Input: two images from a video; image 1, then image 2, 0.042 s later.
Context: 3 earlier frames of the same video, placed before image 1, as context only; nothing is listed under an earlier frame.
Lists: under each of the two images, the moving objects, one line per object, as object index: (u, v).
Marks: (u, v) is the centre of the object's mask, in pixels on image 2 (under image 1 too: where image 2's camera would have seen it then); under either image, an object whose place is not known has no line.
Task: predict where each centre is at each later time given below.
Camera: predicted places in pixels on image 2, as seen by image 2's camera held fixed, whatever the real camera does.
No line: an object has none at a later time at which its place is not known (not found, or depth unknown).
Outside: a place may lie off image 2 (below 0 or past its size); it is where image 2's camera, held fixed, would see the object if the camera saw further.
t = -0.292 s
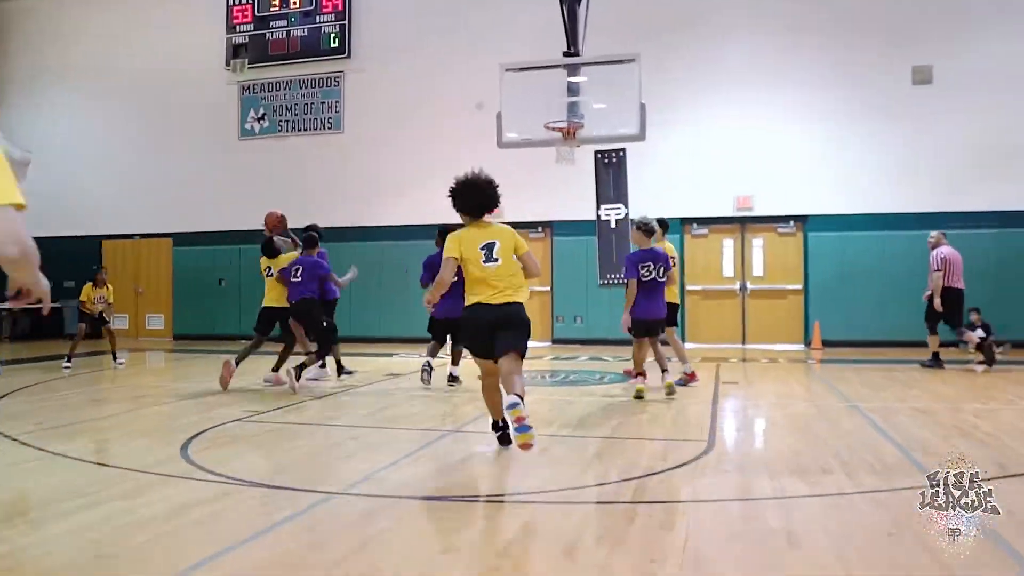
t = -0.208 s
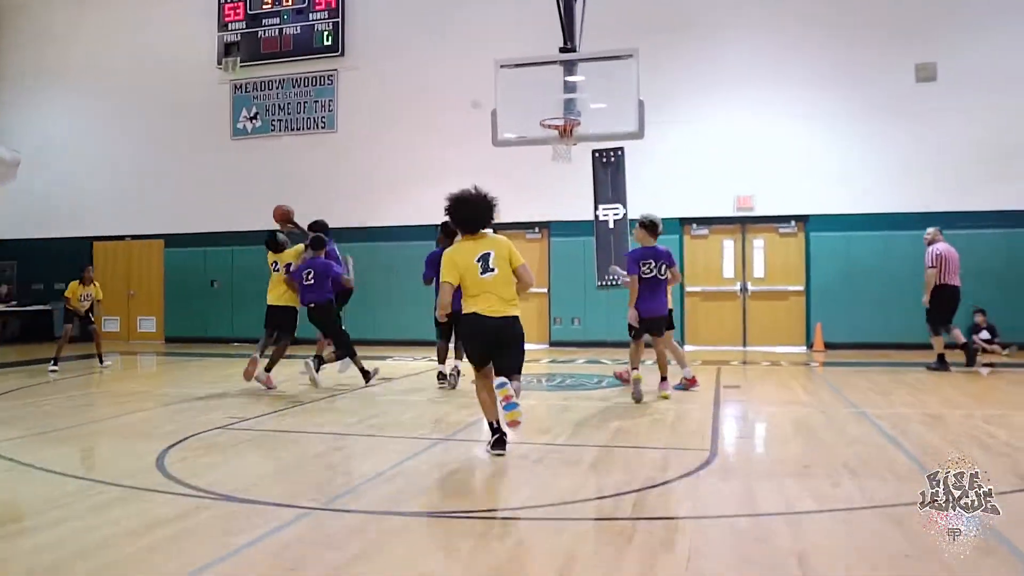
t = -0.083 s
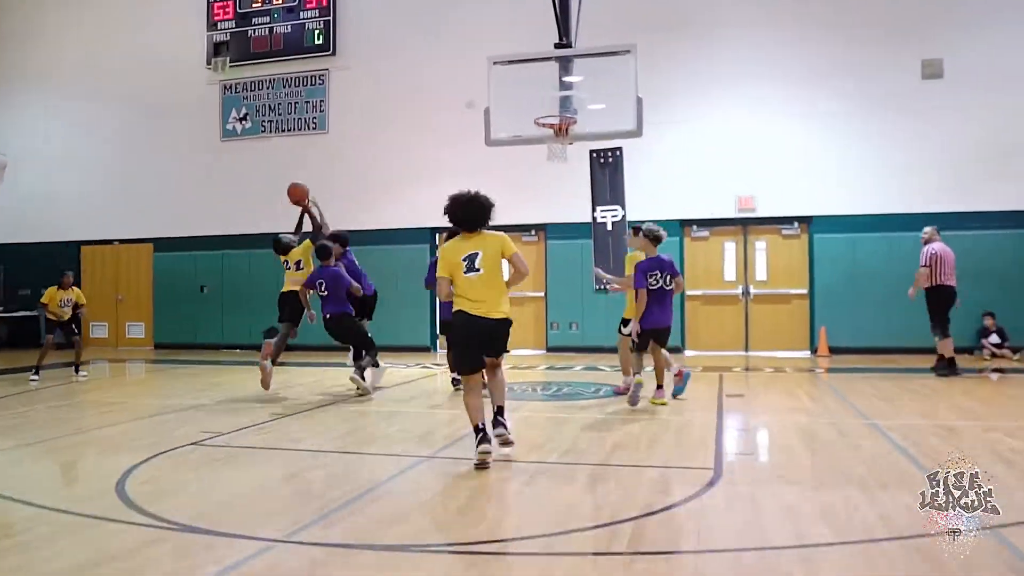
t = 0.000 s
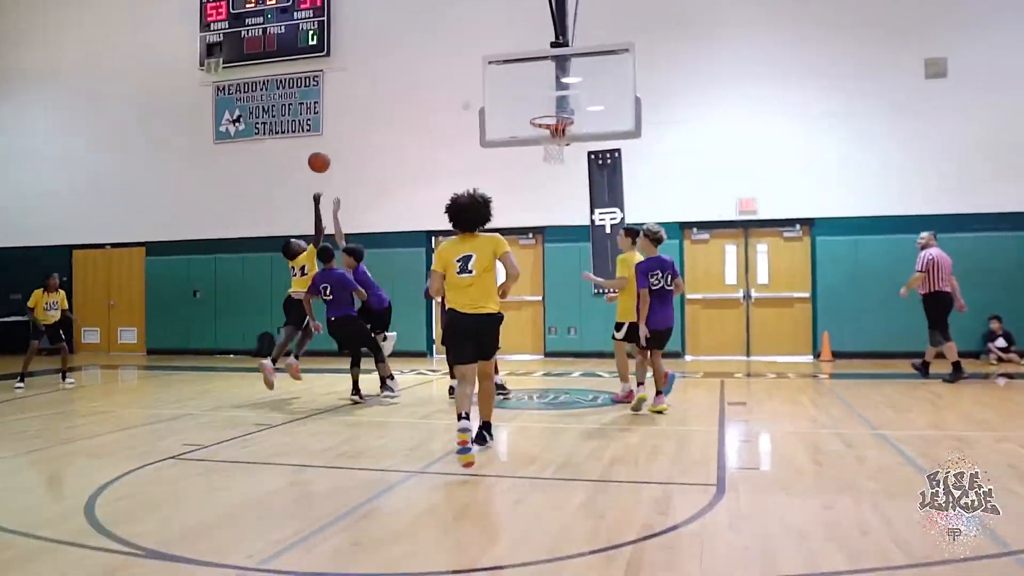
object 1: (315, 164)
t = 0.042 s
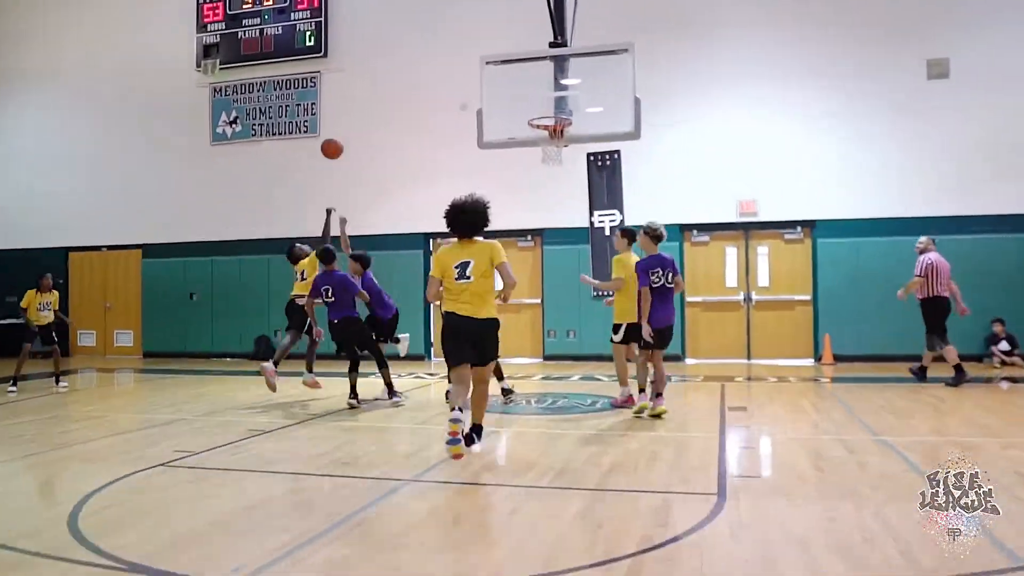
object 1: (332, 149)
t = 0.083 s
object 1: (348, 135)
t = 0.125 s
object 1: (364, 123)
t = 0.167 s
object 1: (380, 112)
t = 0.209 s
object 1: (396, 104)
